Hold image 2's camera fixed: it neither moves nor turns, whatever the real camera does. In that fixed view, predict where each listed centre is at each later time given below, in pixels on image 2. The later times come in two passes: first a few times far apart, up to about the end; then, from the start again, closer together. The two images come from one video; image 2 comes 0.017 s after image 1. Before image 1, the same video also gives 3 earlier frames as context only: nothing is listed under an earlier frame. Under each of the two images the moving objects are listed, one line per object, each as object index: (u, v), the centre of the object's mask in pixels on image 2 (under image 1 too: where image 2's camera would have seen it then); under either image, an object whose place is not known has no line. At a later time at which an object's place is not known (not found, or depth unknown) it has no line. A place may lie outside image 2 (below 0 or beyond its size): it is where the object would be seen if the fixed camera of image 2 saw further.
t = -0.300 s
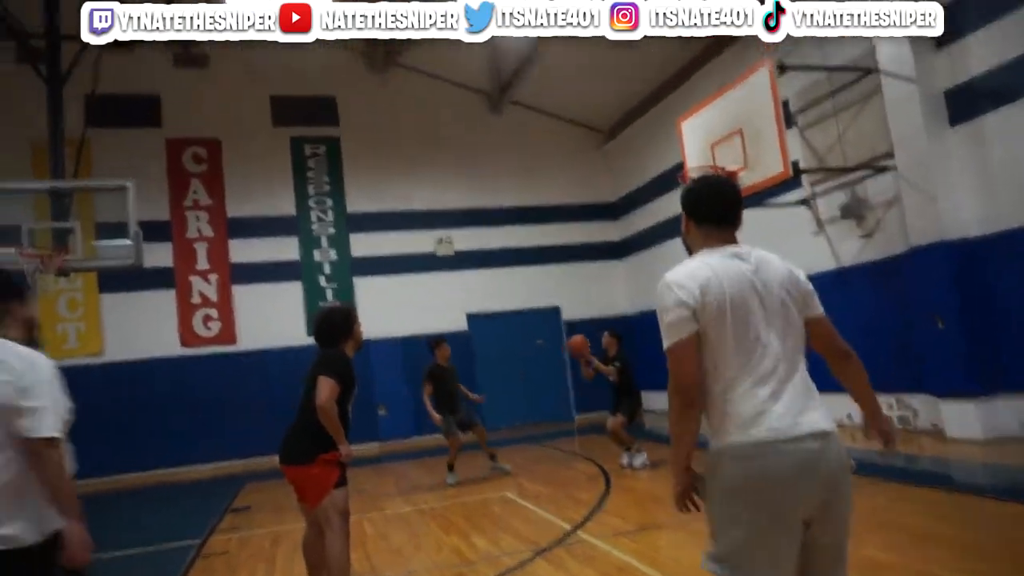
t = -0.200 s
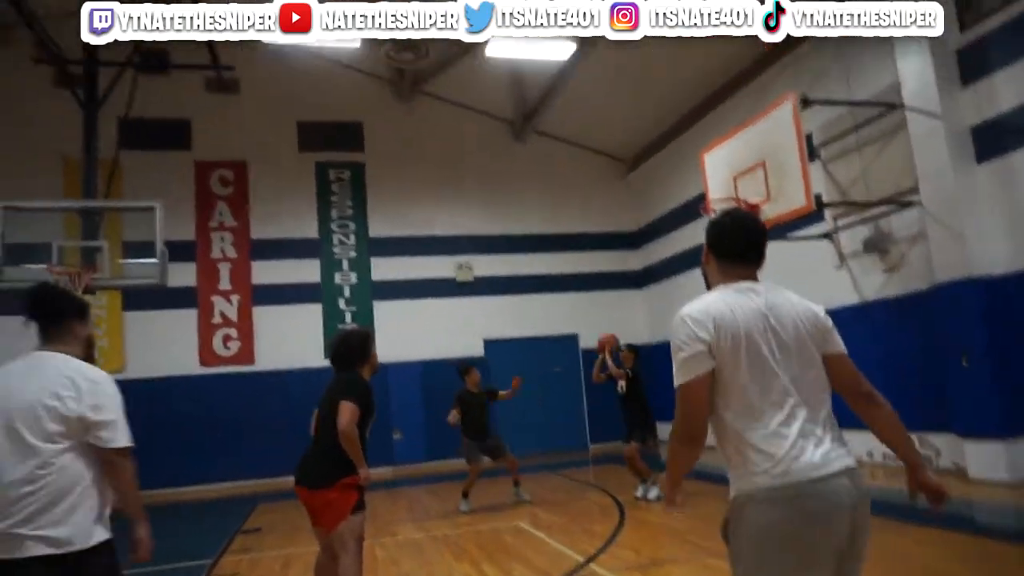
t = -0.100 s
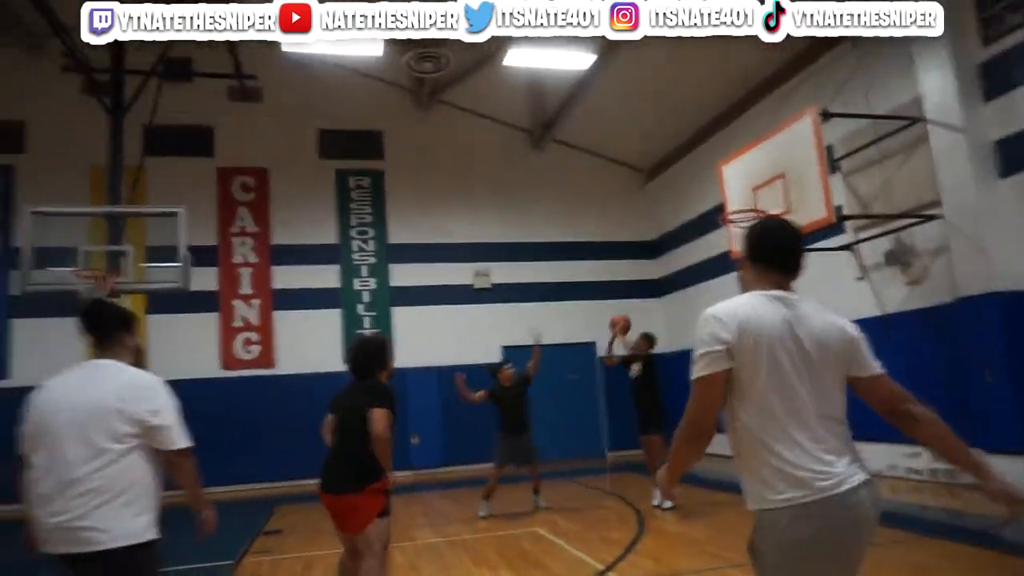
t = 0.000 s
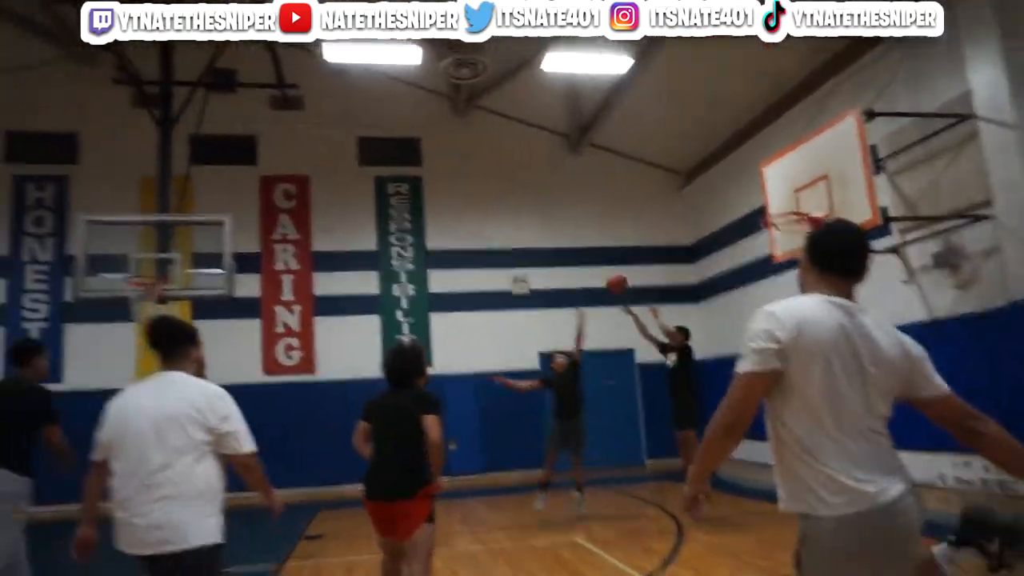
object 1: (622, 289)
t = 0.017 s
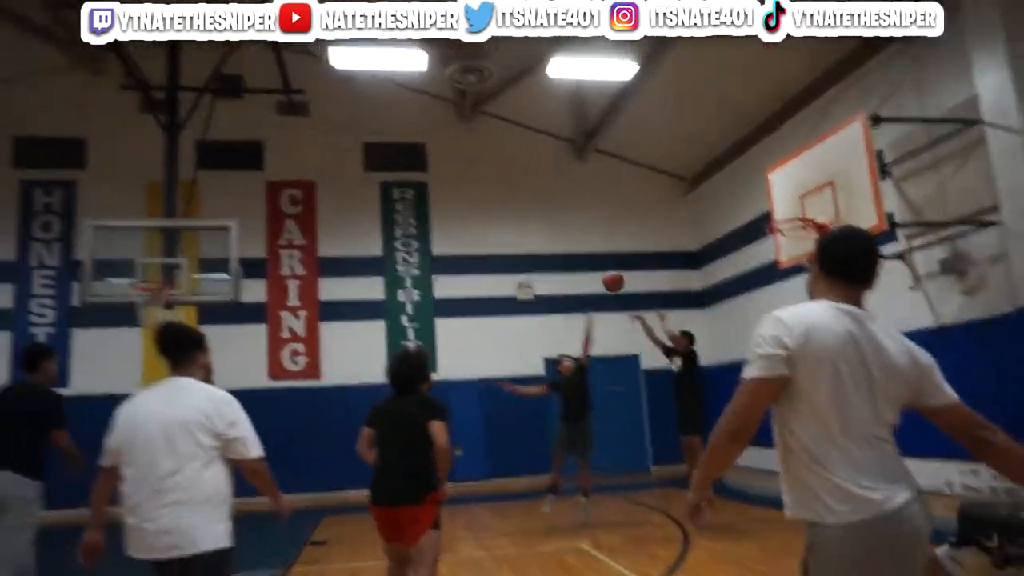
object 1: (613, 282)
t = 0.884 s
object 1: (241, 208)
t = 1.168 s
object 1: (146, 305)
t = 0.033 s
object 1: (604, 274)
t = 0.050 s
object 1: (596, 266)
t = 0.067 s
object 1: (588, 260)
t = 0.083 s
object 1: (579, 253)
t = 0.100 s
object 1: (571, 247)
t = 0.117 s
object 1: (562, 240)
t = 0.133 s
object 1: (554, 234)
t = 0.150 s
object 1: (547, 228)
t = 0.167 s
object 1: (538, 223)
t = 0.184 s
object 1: (530, 218)
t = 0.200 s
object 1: (522, 213)
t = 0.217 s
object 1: (514, 209)
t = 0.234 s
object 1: (506, 204)
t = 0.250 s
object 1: (498, 200)
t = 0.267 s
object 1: (491, 196)
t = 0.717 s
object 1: (308, 176)
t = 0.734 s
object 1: (302, 177)
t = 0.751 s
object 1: (295, 180)
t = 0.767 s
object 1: (291, 183)
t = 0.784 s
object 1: (286, 186)
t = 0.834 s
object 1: (260, 196)
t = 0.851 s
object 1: (254, 200)
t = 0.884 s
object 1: (241, 208)
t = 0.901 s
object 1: (233, 211)
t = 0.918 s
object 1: (228, 216)
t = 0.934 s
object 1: (221, 221)
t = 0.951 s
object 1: (213, 226)
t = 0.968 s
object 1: (207, 231)
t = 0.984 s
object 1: (200, 238)
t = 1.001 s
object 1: (194, 244)
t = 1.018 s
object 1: (188, 247)
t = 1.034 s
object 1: (179, 254)
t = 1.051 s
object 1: (174, 258)
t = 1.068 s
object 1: (168, 266)
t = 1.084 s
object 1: (162, 274)
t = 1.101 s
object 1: (153, 278)
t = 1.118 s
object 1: (145, 286)
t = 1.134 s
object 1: (143, 295)
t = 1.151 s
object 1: (144, 301)
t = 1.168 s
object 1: (146, 305)
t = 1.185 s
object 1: (144, 309)
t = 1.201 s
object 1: (147, 313)
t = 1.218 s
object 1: (147, 319)
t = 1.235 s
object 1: (148, 321)
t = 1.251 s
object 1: (149, 326)
